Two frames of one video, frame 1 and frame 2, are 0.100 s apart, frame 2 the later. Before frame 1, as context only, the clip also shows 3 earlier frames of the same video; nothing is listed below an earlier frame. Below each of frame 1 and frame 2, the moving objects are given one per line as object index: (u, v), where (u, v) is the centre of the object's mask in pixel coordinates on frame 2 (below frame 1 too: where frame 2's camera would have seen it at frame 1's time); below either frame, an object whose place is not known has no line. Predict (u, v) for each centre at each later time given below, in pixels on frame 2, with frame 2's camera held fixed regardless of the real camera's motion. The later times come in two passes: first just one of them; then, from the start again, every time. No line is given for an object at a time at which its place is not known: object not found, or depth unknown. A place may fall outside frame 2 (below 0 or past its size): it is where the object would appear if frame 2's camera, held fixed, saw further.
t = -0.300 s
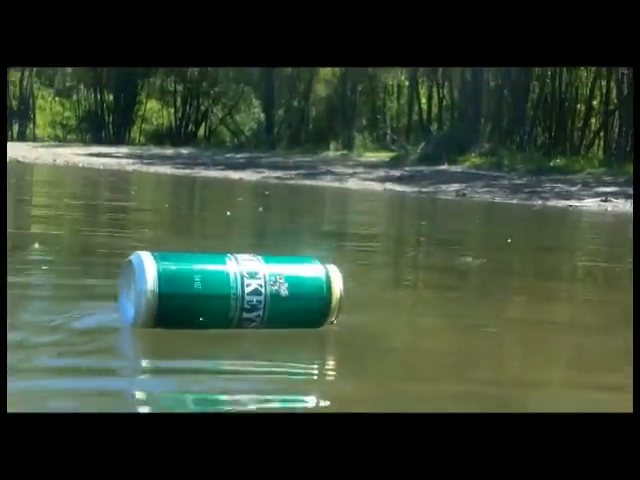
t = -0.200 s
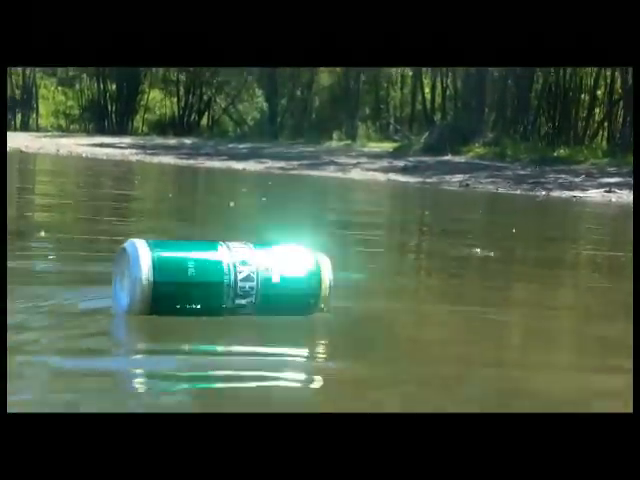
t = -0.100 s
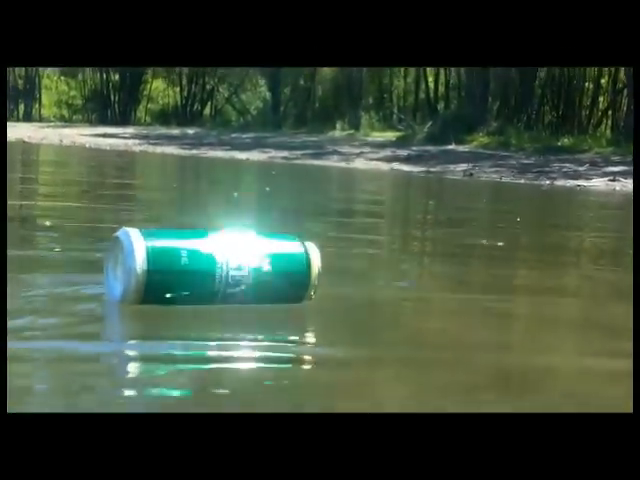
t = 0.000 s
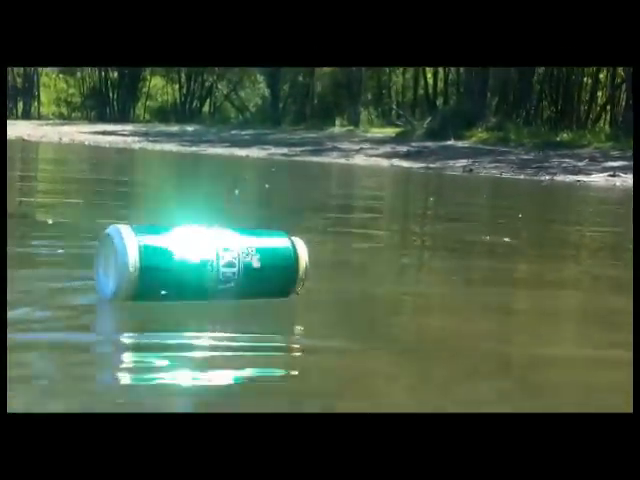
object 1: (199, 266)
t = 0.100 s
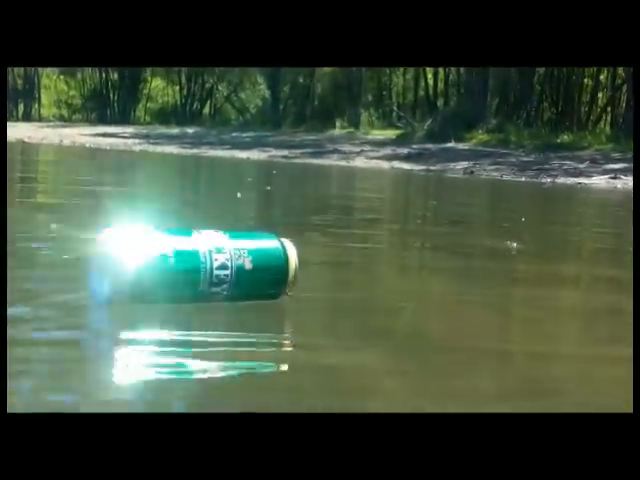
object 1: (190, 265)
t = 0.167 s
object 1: (184, 266)
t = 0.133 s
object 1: (186, 266)
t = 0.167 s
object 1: (184, 266)
